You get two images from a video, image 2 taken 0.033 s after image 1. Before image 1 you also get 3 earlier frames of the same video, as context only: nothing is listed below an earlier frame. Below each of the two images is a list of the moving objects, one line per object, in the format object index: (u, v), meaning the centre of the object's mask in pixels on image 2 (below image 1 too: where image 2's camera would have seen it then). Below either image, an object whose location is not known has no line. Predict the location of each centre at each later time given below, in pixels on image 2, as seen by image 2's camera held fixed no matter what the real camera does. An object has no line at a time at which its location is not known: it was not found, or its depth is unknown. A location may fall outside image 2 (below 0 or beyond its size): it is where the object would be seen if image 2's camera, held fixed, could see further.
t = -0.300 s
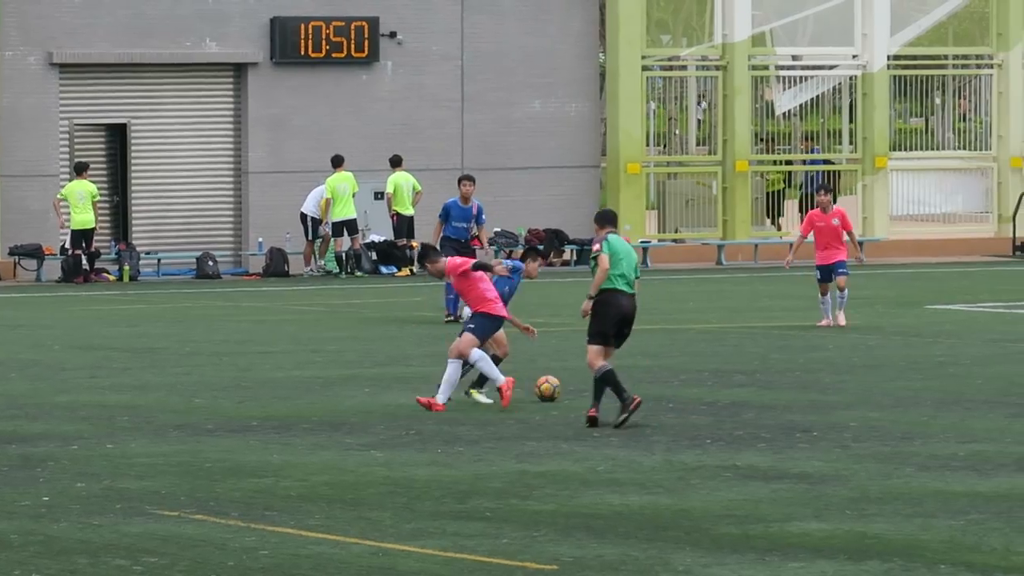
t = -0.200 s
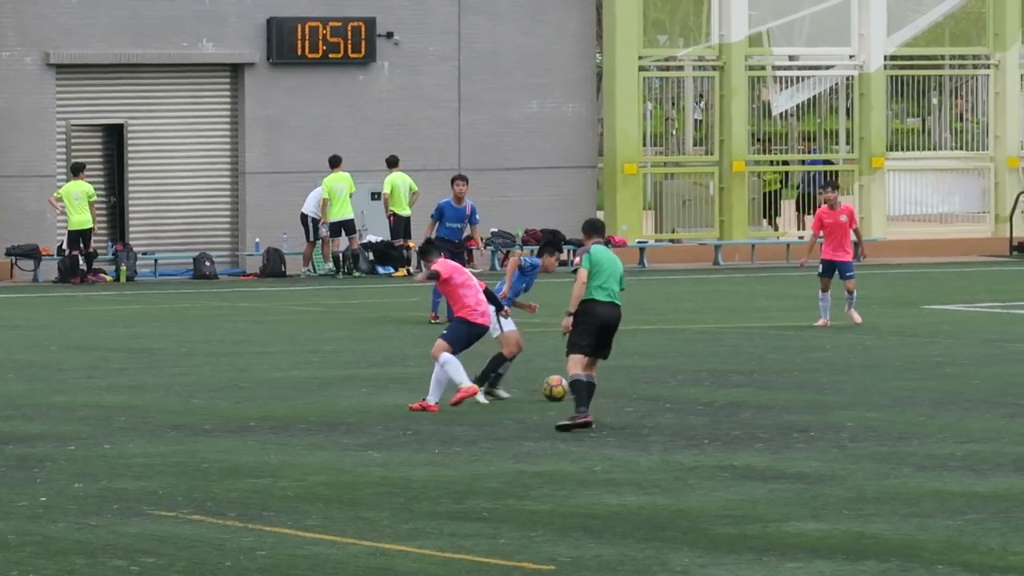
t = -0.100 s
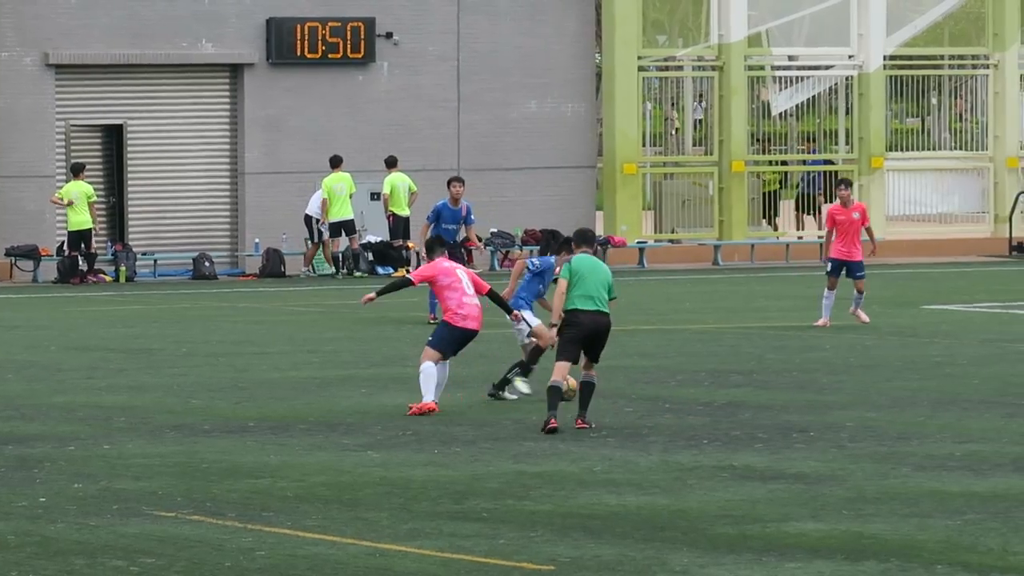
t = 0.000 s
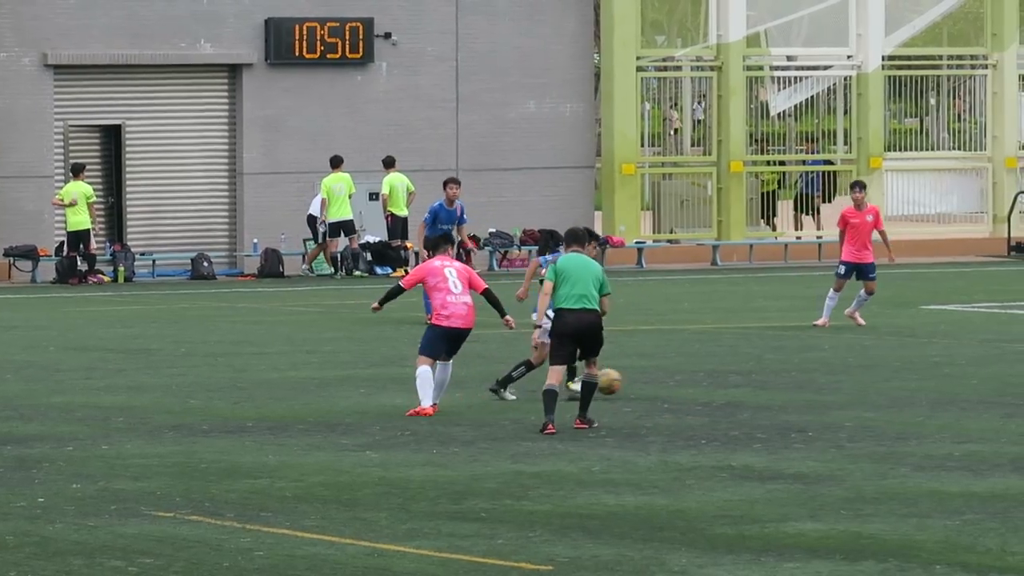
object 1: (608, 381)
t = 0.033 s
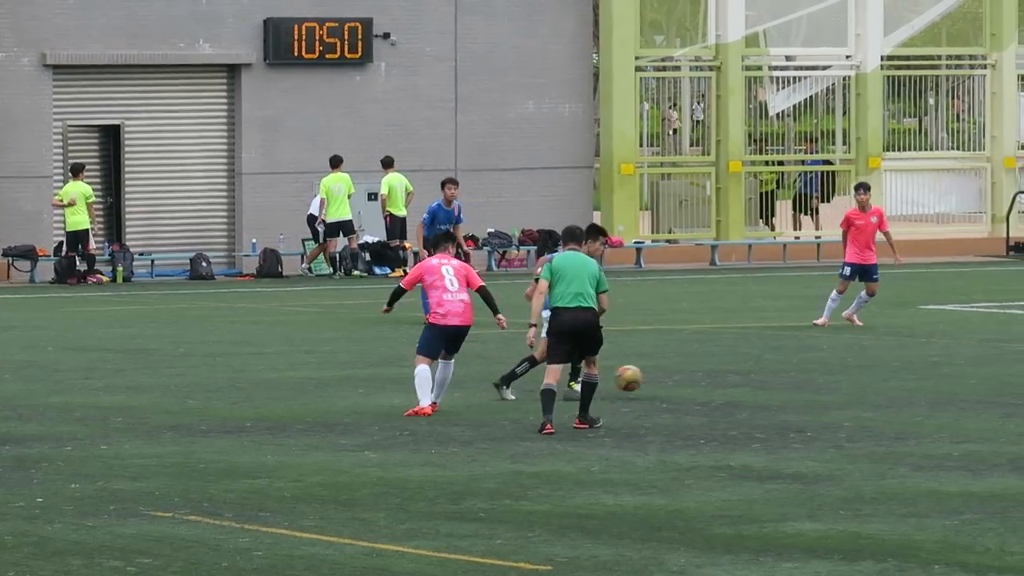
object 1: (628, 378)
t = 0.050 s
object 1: (639, 376)
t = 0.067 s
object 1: (651, 375)
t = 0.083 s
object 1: (661, 375)
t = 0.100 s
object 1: (673, 375)
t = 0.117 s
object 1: (684, 375)
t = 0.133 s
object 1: (695, 375)
